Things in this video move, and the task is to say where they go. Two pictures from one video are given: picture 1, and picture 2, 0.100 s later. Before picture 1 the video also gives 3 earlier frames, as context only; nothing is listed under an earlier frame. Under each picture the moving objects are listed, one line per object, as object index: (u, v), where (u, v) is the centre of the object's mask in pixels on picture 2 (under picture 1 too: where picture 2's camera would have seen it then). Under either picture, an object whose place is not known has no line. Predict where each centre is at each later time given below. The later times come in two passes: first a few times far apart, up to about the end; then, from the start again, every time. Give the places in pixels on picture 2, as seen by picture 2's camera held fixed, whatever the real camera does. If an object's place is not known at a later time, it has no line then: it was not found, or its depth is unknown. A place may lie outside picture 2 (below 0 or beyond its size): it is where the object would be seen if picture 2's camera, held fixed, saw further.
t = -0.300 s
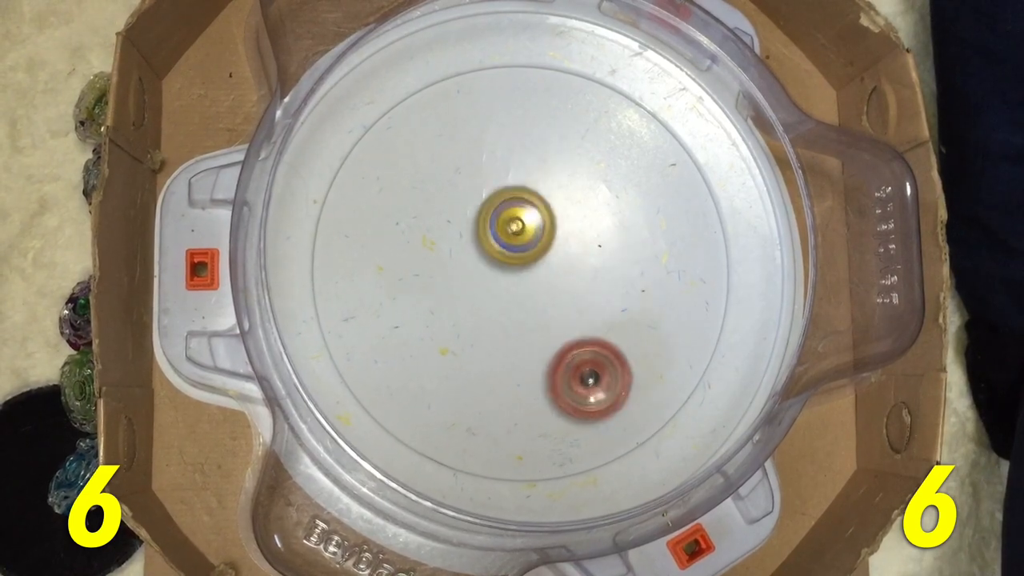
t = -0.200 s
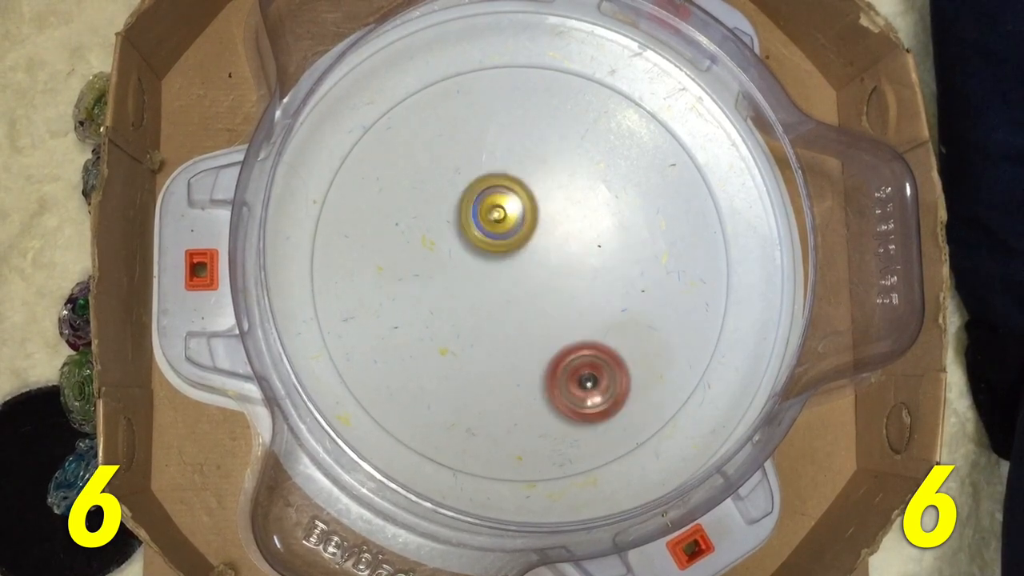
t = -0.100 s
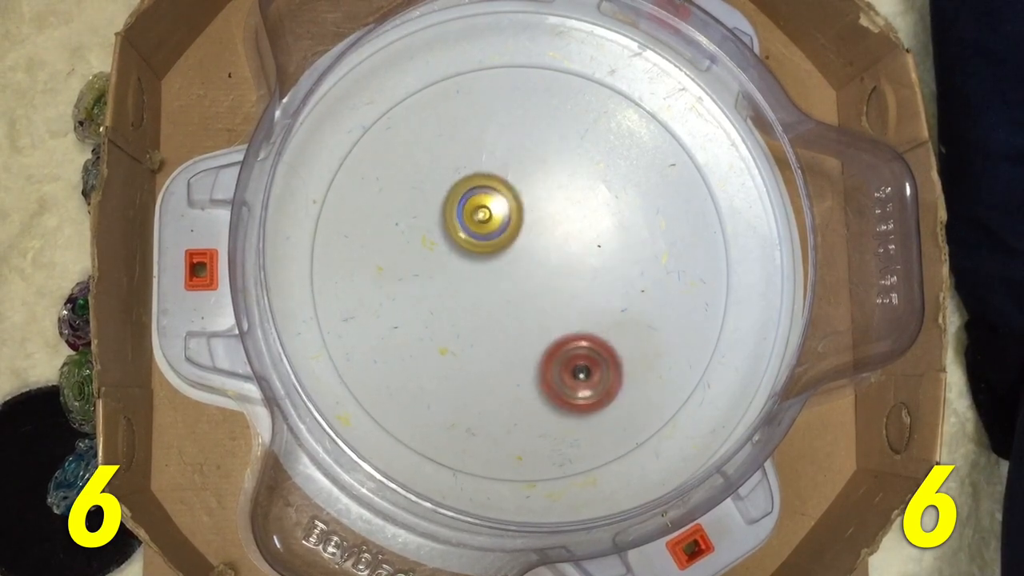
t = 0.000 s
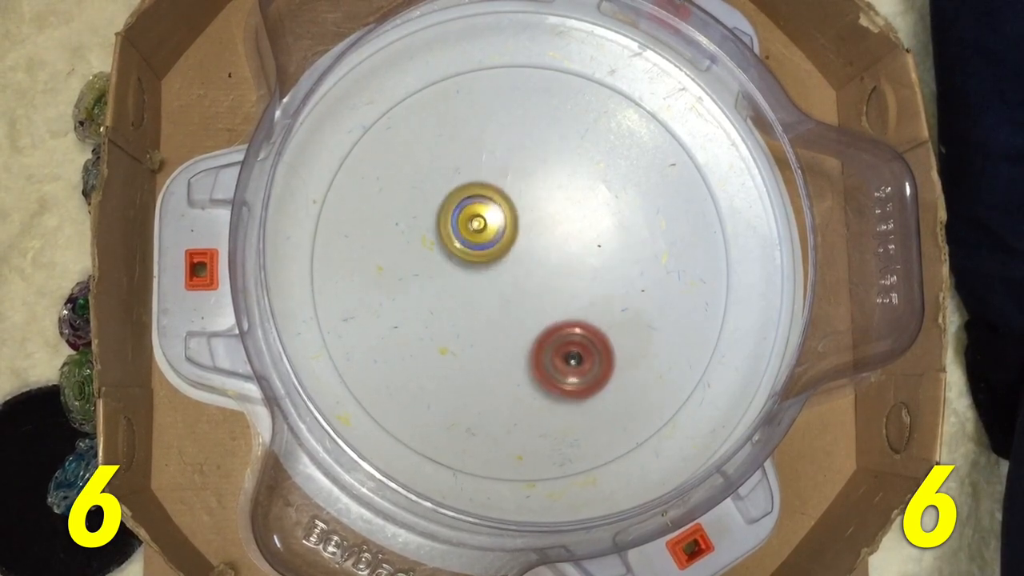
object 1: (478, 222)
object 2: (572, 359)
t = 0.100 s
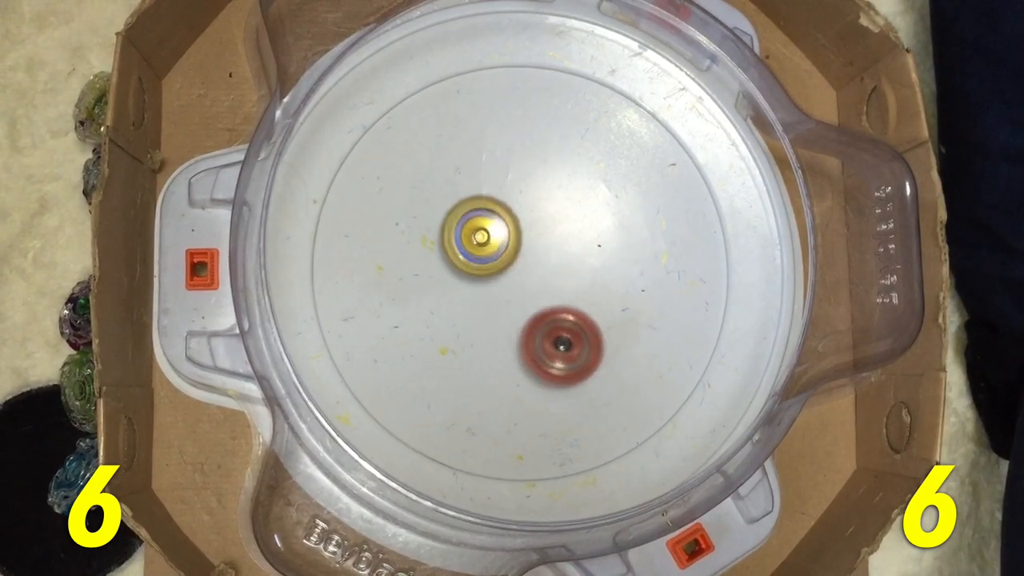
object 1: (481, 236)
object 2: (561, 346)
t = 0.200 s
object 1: (493, 249)
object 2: (549, 333)
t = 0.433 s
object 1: (507, 210)
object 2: (537, 335)
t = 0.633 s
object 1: (503, 201)
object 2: (518, 300)
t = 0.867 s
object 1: (501, 180)
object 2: (502, 279)
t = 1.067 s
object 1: (504, 174)
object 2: (496, 274)
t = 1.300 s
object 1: (525, 181)
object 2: (499, 267)
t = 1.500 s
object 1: (548, 186)
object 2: (508, 264)
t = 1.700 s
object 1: (578, 194)
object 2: (516, 267)
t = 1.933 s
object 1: (610, 213)
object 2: (520, 273)
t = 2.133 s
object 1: (616, 234)
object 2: (529, 278)
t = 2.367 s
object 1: (615, 271)
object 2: (524, 283)
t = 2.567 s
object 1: (612, 299)
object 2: (510, 281)
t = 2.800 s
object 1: (602, 315)
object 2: (498, 280)
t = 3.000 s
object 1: (581, 329)
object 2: (467, 255)
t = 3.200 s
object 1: (581, 329)
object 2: (448, 226)
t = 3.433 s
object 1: (539, 304)
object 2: (471, 230)
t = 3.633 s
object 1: (513, 309)
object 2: (486, 206)
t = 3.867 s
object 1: (506, 304)
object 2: (512, 209)
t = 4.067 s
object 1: (504, 287)
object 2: (554, 213)
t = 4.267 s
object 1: (504, 261)
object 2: (589, 228)
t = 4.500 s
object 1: (505, 236)
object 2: (600, 257)
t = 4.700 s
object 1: (512, 223)
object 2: (585, 281)
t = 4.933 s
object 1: (526, 225)
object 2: (560, 318)
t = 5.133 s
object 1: (539, 239)
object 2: (535, 335)
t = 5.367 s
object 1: (558, 246)
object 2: (502, 341)
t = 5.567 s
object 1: (564, 248)
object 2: (490, 318)
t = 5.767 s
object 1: (565, 252)
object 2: (471, 279)
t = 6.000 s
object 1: (564, 254)
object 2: (457, 232)
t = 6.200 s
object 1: (548, 260)
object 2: (472, 204)
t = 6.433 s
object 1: (547, 302)
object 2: (498, 163)
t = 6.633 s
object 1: (555, 320)
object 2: (523, 162)
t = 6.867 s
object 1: (550, 306)
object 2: (557, 207)
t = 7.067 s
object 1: (516, 294)
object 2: (620, 242)
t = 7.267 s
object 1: (490, 279)
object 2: (632, 268)
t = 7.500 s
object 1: (482, 255)
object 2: (588, 295)
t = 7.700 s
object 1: (495, 236)
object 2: (533, 337)
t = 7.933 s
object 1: (524, 225)
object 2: (493, 347)
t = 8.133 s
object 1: (548, 230)
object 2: (489, 317)
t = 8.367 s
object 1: (565, 251)
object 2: (475, 243)
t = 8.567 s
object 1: (563, 273)
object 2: (470, 190)
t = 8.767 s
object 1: (548, 289)
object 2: (489, 185)
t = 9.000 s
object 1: (524, 294)
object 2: (532, 210)
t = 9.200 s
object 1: (475, 341)
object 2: (630, 183)
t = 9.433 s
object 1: (452, 335)
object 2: (641, 213)
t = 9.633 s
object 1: (469, 301)
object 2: (608, 279)
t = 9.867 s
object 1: (531, 240)
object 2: (559, 347)
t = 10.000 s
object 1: (566, 203)
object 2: (523, 368)
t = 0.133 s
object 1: (484, 241)
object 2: (557, 341)
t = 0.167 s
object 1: (488, 245)
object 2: (553, 337)
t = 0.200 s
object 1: (493, 249)
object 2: (549, 333)
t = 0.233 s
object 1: (499, 253)
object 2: (545, 329)
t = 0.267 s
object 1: (502, 247)
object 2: (545, 334)
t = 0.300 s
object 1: (505, 236)
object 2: (546, 342)
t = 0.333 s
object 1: (507, 228)
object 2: (544, 345)
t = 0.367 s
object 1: (508, 221)
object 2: (542, 343)
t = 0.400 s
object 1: (507, 215)
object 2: (540, 339)
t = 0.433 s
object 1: (507, 210)
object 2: (537, 335)
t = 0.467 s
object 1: (505, 207)
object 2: (534, 330)
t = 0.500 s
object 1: (504, 204)
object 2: (531, 324)
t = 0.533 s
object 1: (504, 203)
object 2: (527, 318)
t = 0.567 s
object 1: (503, 202)
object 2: (524, 312)
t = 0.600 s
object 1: (503, 201)
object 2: (521, 306)
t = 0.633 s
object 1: (503, 201)
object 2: (518, 300)
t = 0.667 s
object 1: (503, 201)
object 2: (515, 293)
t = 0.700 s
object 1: (503, 201)
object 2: (513, 287)
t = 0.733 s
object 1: (503, 193)
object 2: (510, 288)
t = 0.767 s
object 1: (503, 186)
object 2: (508, 289)
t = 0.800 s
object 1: (503, 182)
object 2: (506, 286)
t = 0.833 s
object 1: (502, 181)
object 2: (504, 283)
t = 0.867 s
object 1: (501, 180)
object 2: (502, 279)
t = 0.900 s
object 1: (501, 180)
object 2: (501, 275)
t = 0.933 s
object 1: (501, 181)
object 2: (499, 271)
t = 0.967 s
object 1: (501, 181)
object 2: (498, 268)
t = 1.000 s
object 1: (503, 176)
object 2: (497, 272)
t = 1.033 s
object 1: (504, 174)
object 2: (496, 274)
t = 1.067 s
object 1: (504, 174)
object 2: (496, 274)
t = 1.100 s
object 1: (505, 174)
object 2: (496, 272)
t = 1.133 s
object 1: (506, 175)
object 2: (497, 269)
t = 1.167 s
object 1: (508, 178)
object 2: (498, 267)
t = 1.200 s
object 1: (512, 179)
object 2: (498, 267)
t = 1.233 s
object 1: (516, 180)
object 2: (499, 268)
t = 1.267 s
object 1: (520, 182)
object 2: (500, 266)
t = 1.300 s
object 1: (525, 181)
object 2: (499, 267)
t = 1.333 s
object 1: (530, 179)
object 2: (499, 269)
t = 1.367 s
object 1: (535, 179)
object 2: (500, 268)
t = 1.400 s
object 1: (538, 180)
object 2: (502, 267)
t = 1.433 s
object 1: (542, 181)
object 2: (503, 266)
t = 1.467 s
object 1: (545, 183)
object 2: (506, 265)
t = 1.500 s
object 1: (548, 186)
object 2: (508, 264)
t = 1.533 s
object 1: (553, 187)
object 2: (508, 264)
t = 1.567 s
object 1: (560, 186)
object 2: (507, 267)
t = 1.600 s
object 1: (565, 187)
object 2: (508, 268)
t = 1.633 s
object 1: (570, 189)
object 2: (510, 268)
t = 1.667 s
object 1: (575, 191)
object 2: (513, 267)
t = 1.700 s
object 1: (578, 194)
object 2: (516, 267)
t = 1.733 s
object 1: (581, 196)
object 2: (519, 266)
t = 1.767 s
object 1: (584, 200)
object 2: (521, 266)
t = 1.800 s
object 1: (587, 204)
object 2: (524, 266)
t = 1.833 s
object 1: (592, 208)
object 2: (523, 268)
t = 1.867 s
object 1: (600, 208)
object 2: (519, 271)
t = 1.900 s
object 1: (605, 210)
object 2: (518, 272)
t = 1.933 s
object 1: (610, 213)
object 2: (520, 273)
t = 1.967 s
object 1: (612, 216)
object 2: (521, 274)
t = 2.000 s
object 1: (614, 219)
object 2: (523, 275)
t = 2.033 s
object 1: (614, 221)
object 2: (524, 276)
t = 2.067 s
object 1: (615, 224)
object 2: (526, 277)
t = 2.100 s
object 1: (616, 229)
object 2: (527, 277)
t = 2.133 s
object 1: (616, 234)
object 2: (529, 278)
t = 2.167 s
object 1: (616, 239)
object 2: (530, 278)
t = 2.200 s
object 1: (615, 246)
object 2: (532, 279)
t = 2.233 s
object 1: (614, 251)
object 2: (532, 280)
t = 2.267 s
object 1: (615, 256)
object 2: (529, 281)
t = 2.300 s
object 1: (615, 261)
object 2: (528, 281)
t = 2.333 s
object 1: (614, 265)
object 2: (528, 282)
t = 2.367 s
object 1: (615, 271)
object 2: (524, 283)
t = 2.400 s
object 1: (614, 275)
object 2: (523, 283)
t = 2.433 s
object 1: (613, 279)
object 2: (522, 284)
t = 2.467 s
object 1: (611, 284)
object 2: (522, 284)
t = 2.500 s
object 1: (609, 288)
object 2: (522, 285)
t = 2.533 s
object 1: (611, 295)
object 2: (515, 283)
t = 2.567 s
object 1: (612, 299)
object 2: (510, 281)
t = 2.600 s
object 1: (613, 303)
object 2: (507, 280)
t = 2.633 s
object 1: (612, 307)
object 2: (505, 280)
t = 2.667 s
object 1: (611, 310)
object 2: (503, 280)
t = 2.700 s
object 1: (610, 312)
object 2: (501, 280)
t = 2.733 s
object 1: (608, 314)
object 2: (500, 280)
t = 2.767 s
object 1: (605, 315)
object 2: (499, 280)
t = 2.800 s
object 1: (602, 315)
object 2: (498, 280)
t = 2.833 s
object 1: (597, 316)
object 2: (497, 279)
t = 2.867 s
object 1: (591, 316)
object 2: (496, 279)
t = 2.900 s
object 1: (583, 315)
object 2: (496, 279)
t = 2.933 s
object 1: (574, 314)
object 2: (496, 278)
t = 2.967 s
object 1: (578, 322)
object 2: (483, 269)
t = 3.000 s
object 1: (581, 329)
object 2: (467, 255)
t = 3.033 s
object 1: (582, 332)
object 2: (457, 245)
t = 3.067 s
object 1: (584, 333)
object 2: (452, 237)
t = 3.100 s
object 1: (584, 333)
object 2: (449, 232)
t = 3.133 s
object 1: (583, 332)
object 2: (447, 228)
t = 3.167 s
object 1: (583, 331)
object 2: (447, 227)
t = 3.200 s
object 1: (581, 329)
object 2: (448, 226)
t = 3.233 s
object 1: (577, 327)
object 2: (450, 227)
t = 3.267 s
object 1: (572, 324)
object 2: (452, 227)
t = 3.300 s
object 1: (567, 320)
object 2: (456, 228)
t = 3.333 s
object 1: (561, 317)
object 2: (459, 229)
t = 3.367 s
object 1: (554, 313)
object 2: (463, 230)
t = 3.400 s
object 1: (546, 308)
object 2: (467, 230)
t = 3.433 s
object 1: (539, 304)
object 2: (471, 230)
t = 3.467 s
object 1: (531, 301)
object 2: (475, 230)
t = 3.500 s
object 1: (524, 300)
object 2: (478, 227)
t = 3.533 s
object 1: (520, 303)
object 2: (479, 220)
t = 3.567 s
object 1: (517, 306)
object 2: (481, 213)
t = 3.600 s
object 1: (515, 308)
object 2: (483, 209)
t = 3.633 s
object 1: (513, 309)
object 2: (486, 206)
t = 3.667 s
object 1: (511, 310)
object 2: (488, 205)
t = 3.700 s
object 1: (510, 311)
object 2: (490, 205)
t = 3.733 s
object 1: (508, 311)
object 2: (494, 204)
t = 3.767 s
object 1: (508, 310)
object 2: (498, 204)
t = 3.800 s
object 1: (507, 309)
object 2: (502, 205)
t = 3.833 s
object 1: (506, 307)
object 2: (508, 207)
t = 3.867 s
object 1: (506, 304)
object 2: (512, 209)
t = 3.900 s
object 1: (506, 300)
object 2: (517, 212)
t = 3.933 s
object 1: (506, 297)
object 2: (522, 214)
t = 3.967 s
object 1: (505, 295)
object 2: (529, 214)
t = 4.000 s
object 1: (504, 293)
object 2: (537, 213)
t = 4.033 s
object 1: (504, 290)
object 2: (546, 213)
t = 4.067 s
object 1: (504, 287)
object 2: (554, 213)
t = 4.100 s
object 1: (504, 284)
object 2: (561, 214)
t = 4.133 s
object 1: (504, 280)
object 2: (568, 216)
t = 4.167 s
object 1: (504, 276)
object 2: (574, 218)
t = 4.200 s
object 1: (504, 271)
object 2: (580, 221)
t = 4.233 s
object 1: (504, 266)
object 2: (584, 224)
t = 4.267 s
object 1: (504, 261)
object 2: (589, 228)
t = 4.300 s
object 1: (504, 257)
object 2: (592, 232)
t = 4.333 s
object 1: (504, 252)
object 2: (594, 236)
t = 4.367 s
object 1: (504, 248)
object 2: (597, 241)
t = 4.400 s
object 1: (504, 245)
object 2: (599, 245)
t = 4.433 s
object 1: (504, 241)
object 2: (601, 249)
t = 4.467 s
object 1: (505, 238)
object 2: (601, 253)
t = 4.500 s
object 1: (505, 236)
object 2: (600, 257)
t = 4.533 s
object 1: (506, 233)
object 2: (598, 261)
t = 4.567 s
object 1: (507, 230)
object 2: (596, 264)
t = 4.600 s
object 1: (508, 228)
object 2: (593, 267)
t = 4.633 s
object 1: (509, 226)
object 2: (590, 272)
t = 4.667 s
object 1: (511, 224)
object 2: (587, 276)
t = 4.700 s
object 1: (512, 223)
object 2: (585, 281)
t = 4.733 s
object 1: (514, 222)
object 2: (582, 286)
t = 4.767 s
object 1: (516, 221)
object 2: (579, 291)
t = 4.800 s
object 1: (517, 221)
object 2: (576, 296)
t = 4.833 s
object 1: (519, 221)
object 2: (572, 302)
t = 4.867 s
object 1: (521, 222)
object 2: (568, 307)
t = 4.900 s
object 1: (523, 223)
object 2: (564, 313)
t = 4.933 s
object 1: (526, 225)
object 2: (560, 318)
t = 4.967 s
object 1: (528, 227)
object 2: (556, 322)
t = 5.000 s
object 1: (530, 229)
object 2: (552, 327)
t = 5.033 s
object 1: (532, 231)
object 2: (548, 330)
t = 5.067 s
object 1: (535, 233)
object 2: (543, 333)
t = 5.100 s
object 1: (537, 236)
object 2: (539, 334)
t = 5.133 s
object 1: (539, 239)
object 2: (535, 335)
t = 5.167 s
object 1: (541, 242)
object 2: (531, 334)
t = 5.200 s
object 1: (544, 245)
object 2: (527, 333)
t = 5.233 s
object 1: (546, 248)
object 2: (523, 332)
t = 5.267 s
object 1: (550, 247)
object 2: (517, 336)
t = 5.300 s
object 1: (553, 246)
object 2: (512, 339)
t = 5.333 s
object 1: (556, 246)
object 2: (507, 342)
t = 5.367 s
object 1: (558, 246)
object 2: (502, 341)
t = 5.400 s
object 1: (560, 246)
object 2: (499, 339)
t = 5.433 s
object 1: (562, 245)
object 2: (496, 336)
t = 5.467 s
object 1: (563, 246)
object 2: (494, 332)
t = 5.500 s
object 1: (564, 246)
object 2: (493, 328)
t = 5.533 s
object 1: (564, 247)
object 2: (492, 323)
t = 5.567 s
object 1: (564, 248)
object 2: (490, 318)
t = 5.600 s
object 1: (563, 249)
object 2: (490, 312)
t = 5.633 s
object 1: (562, 250)
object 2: (488, 306)
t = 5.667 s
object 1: (561, 252)
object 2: (487, 299)
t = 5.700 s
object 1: (560, 253)
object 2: (485, 292)
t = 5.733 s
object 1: (563, 253)
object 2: (477, 286)
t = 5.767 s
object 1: (565, 252)
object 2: (471, 279)
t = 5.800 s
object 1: (566, 252)
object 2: (465, 272)
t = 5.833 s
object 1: (567, 252)
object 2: (461, 265)
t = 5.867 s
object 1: (567, 252)
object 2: (459, 258)
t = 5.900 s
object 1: (567, 252)
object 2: (457, 252)
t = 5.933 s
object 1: (566, 252)
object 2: (457, 245)
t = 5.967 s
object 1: (565, 253)
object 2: (457, 238)
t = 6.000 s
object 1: (564, 254)
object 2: (457, 232)
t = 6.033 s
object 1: (562, 254)
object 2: (458, 225)
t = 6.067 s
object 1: (560, 255)
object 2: (459, 219)
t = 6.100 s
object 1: (557, 256)
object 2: (461, 214)
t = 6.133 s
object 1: (554, 257)
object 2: (464, 210)
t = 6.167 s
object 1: (551, 259)
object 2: (467, 206)
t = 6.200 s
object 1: (548, 260)
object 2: (472, 204)
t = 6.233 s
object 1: (545, 261)
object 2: (477, 202)
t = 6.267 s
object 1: (542, 263)
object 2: (482, 201)
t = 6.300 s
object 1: (540, 270)
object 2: (486, 196)
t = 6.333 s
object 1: (542, 281)
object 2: (488, 184)
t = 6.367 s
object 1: (544, 289)
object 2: (490, 176)
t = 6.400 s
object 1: (546, 296)
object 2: (494, 169)
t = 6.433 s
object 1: (547, 302)
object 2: (498, 163)
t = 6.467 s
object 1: (549, 308)
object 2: (503, 159)
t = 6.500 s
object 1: (551, 312)
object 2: (508, 156)
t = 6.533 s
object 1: (552, 315)
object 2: (512, 155)
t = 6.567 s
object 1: (553, 318)
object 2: (517, 155)
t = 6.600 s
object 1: (554, 319)
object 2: (520, 158)
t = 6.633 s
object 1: (555, 320)
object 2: (523, 162)
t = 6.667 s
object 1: (555, 320)
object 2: (525, 167)
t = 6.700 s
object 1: (556, 319)
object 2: (529, 171)
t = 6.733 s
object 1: (555, 318)
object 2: (532, 177)
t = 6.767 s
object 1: (555, 316)
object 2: (537, 184)
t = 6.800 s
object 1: (554, 313)
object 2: (542, 192)
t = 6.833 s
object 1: (552, 310)
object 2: (549, 199)
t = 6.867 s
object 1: (550, 306)
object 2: (557, 207)
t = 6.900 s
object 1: (547, 302)
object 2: (566, 216)
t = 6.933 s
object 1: (542, 299)
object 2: (575, 224)
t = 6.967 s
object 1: (534, 299)
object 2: (588, 227)
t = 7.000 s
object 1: (527, 297)
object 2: (602, 231)
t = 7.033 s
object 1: (522, 296)
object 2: (612, 237)
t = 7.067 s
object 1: (516, 294)
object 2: (620, 242)
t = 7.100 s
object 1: (510, 292)
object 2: (627, 247)
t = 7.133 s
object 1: (506, 290)
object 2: (632, 252)
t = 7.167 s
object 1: (501, 288)
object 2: (635, 256)
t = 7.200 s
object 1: (497, 285)
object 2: (636, 261)
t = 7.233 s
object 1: (493, 282)
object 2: (635, 265)
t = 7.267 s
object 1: (490, 279)
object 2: (632, 268)
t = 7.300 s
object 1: (487, 276)
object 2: (628, 271)
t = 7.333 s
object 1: (484, 272)
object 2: (624, 273)
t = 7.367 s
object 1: (483, 269)
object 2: (619, 276)
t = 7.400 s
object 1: (482, 266)
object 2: (613, 280)
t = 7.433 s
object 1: (481, 262)
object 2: (605, 284)
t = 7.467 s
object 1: (482, 259)
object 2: (597, 289)
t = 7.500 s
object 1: (482, 255)
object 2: (588, 295)
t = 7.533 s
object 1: (484, 252)
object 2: (580, 301)
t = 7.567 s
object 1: (485, 248)
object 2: (571, 308)
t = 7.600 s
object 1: (487, 245)
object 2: (561, 316)
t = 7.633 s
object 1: (489, 242)
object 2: (551, 324)
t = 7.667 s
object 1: (492, 239)
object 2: (541, 331)
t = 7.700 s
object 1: (495, 236)
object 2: (533, 337)
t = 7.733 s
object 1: (498, 234)
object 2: (525, 342)
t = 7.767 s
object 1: (502, 232)
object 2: (518, 347)
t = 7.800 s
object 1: (506, 230)
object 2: (511, 350)
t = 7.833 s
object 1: (511, 228)
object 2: (505, 352)
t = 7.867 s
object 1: (515, 227)
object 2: (500, 352)
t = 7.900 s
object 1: (520, 226)
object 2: (497, 350)
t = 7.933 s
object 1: (524, 225)
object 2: (493, 347)
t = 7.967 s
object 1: (529, 225)
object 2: (491, 344)
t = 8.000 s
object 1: (533, 225)
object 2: (490, 340)
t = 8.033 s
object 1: (537, 226)
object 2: (490, 335)
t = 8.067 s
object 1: (541, 227)
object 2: (490, 330)
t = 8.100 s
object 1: (545, 228)
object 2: (489, 324)
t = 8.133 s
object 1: (548, 230)
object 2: (489, 317)
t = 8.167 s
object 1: (551, 232)
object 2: (487, 309)
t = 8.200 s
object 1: (554, 235)
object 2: (486, 300)
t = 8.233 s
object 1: (557, 238)
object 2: (484, 289)
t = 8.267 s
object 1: (559, 241)
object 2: (482, 278)
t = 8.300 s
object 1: (561, 244)
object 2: (480, 266)
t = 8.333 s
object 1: (563, 248)
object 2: (477, 255)
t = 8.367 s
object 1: (565, 251)
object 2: (475, 243)
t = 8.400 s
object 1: (566, 255)
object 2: (473, 231)
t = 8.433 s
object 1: (566, 259)
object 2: (470, 220)
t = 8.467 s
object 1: (566, 262)
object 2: (469, 210)
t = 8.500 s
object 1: (566, 266)
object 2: (468, 202)
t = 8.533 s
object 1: (565, 270)
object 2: (469, 195)
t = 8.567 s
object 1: (563, 273)
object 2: (470, 190)
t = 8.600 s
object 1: (561, 277)
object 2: (473, 185)
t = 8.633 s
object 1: (559, 280)
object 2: (476, 182)
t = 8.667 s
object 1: (557, 283)
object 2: (479, 180)
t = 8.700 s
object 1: (555, 285)
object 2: (483, 180)
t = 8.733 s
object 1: (552, 287)
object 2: (486, 182)
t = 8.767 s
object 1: (548, 289)
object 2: (489, 185)
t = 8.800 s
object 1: (545, 291)
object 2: (492, 188)
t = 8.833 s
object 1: (541, 292)
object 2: (495, 191)
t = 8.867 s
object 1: (538, 293)
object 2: (500, 195)
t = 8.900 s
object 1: (534, 294)
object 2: (506, 198)
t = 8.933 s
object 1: (531, 294)
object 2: (514, 202)
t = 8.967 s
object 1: (527, 294)
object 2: (522, 206)
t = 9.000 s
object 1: (524, 294)
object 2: (532, 210)
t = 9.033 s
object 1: (516, 298)
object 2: (544, 212)
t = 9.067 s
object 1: (501, 315)
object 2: (570, 199)
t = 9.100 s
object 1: (490, 327)
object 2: (591, 191)
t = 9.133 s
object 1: (483, 333)
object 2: (607, 187)
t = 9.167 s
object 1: (480, 338)
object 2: (619, 185)
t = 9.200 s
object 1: (475, 341)
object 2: (630, 183)
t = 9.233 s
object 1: (471, 344)
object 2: (639, 183)
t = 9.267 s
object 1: (466, 345)
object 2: (645, 185)
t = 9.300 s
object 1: (462, 346)
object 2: (649, 188)
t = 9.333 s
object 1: (458, 345)
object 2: (650, 193)
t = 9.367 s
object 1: (455, 342)
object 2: (649, 199)
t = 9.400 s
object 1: (453, 339)
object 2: (645, 206)
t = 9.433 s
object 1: (452, 335)
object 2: (641, 213)
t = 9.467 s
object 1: (453, 330)
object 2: (636, 222)
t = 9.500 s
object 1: (454, 325)
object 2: (630, 232)
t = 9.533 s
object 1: (456, 319)
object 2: (625, 243)
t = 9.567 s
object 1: (459, 313)
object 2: (619, 256)
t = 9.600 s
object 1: (464, 307)
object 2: (614, 268)
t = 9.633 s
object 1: (469, 301)
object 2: (608, 279)
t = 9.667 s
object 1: (475, 295)
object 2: (603, 290)
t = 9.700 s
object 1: (481, 288)
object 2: (596, 302)
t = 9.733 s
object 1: (490, 280)
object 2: (590, 312)
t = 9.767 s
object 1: (500, 270)
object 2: (583, 322)
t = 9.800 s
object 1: (510, 260)
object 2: (575, 331)
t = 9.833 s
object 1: (520, 251)
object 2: (567, 340)
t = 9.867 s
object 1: (531, 240)
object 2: (559, 347)
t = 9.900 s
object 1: (542, 229)
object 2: (550, 354)
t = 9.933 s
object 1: (550, 220)
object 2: (541, 360)
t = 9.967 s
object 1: (558, 211)
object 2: (531, 365)
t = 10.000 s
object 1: (566, 203)
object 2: (523, 368)
